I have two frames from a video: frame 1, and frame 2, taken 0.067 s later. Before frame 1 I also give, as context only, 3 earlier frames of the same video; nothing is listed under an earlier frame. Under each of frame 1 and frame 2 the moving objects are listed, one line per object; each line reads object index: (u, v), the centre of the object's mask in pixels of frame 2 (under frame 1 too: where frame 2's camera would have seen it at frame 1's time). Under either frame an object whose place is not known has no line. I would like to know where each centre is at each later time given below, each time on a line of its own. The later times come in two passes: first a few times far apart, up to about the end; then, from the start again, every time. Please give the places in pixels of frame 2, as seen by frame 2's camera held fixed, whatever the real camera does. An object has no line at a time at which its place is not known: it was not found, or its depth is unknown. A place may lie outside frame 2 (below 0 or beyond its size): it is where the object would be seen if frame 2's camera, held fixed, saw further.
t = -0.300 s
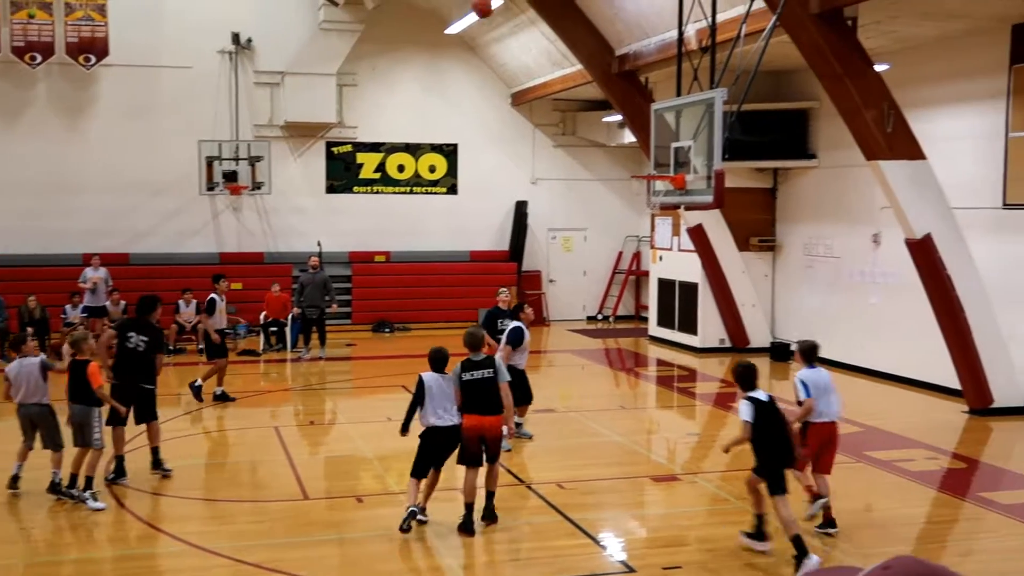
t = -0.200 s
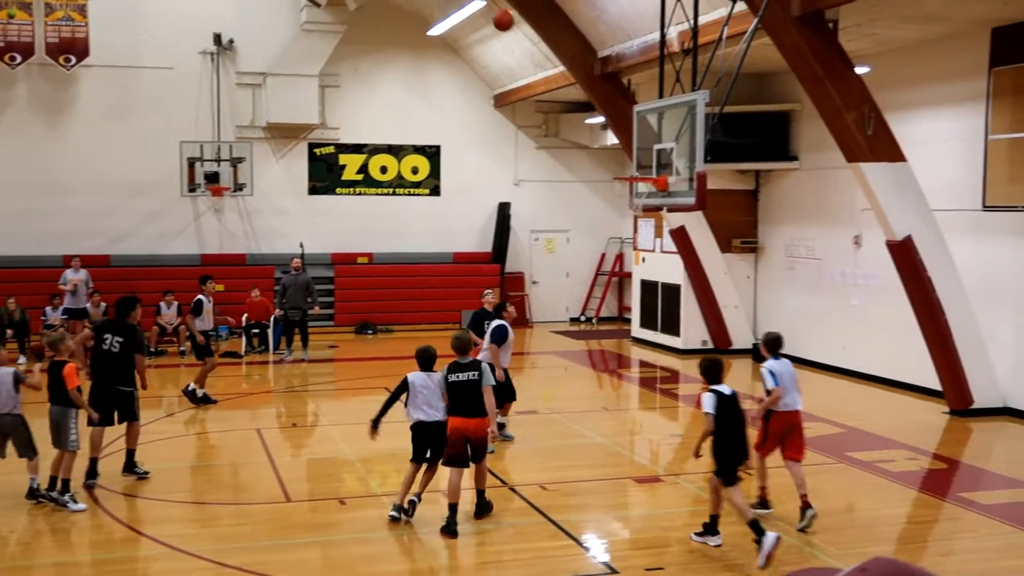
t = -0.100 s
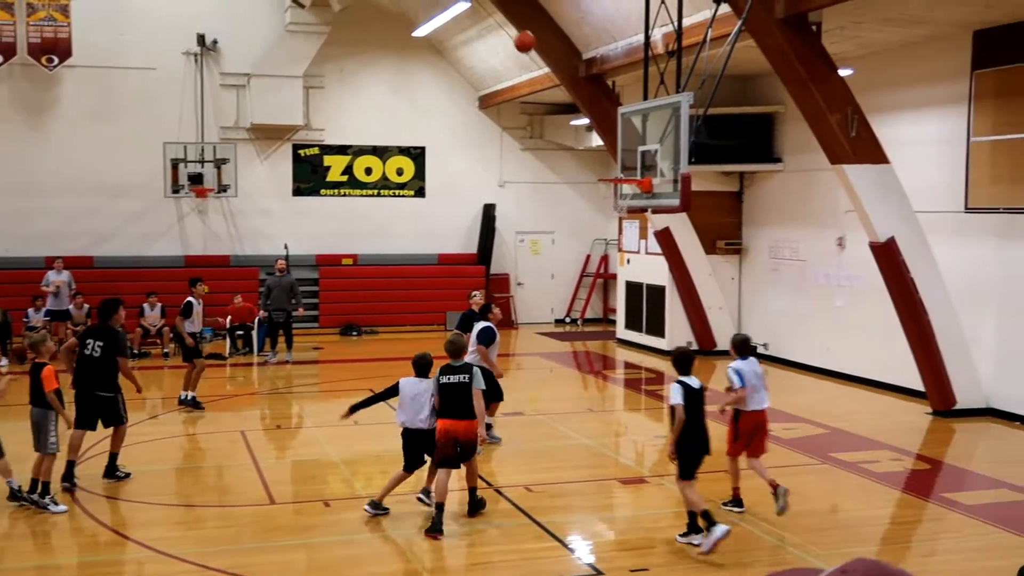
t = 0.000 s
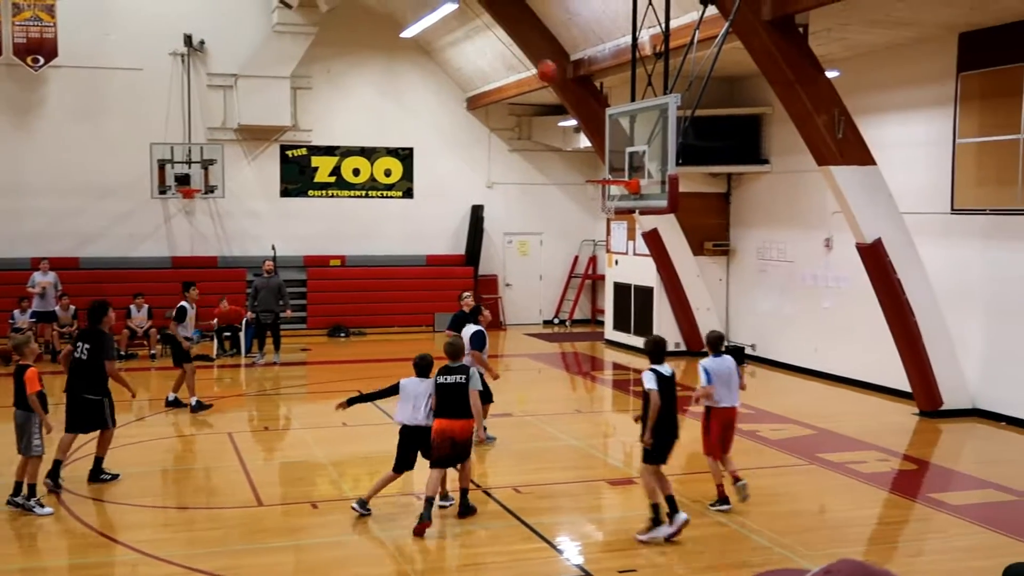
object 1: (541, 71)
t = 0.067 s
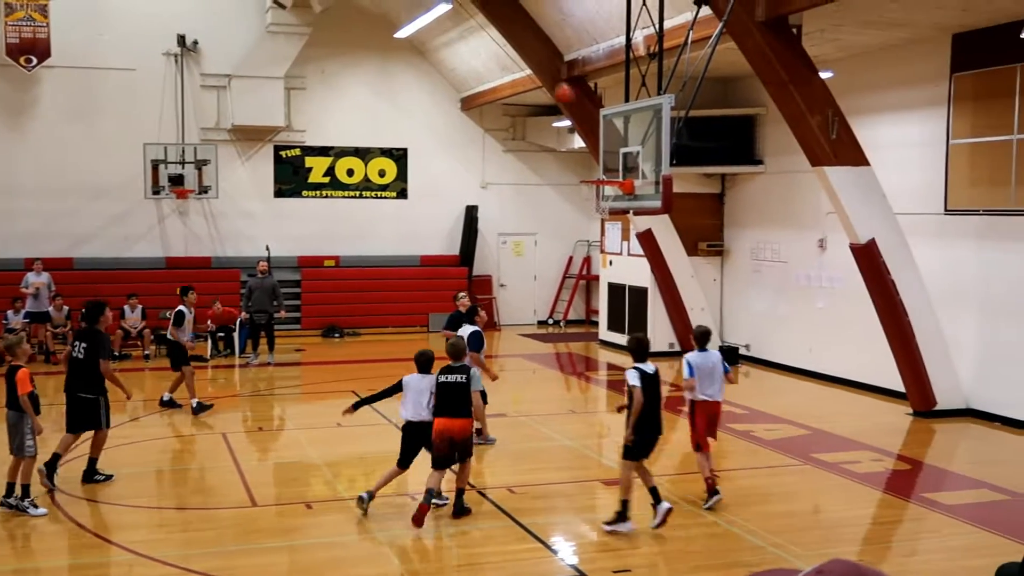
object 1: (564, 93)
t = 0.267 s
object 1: (611, 169)
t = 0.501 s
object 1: (540, 126)
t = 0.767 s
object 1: (461, 133)
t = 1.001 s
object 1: (394, 190)
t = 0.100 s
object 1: (574, 106)
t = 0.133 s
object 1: (585, 120)
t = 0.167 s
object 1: (596, 134)
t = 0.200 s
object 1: (606, 150)
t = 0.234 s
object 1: (617, 165)
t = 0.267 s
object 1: (611, 169)
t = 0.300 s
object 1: (601, 161)
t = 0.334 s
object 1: (590, 153)
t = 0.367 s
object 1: (580, 145)
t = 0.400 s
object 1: (570, 139)
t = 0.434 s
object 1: (559, 134)
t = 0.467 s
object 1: (550, 130)
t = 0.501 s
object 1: (540, 126)
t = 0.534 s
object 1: (531, 124)
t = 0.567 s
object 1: (520, 122)
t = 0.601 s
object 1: (510, 121)
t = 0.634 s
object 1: (501, 122)
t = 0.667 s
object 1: (491, 124)
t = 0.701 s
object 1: (482, 126)
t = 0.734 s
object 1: (471, 129)
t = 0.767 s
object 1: (461, 133)
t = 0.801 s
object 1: (451, 139)
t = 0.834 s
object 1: (441, 145)
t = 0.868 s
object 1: (432, 151)
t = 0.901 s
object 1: (422, 160)
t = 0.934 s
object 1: (415, 172)
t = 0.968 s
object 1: (404, 181)
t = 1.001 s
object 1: (394, 190)
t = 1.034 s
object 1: (384, 205)
